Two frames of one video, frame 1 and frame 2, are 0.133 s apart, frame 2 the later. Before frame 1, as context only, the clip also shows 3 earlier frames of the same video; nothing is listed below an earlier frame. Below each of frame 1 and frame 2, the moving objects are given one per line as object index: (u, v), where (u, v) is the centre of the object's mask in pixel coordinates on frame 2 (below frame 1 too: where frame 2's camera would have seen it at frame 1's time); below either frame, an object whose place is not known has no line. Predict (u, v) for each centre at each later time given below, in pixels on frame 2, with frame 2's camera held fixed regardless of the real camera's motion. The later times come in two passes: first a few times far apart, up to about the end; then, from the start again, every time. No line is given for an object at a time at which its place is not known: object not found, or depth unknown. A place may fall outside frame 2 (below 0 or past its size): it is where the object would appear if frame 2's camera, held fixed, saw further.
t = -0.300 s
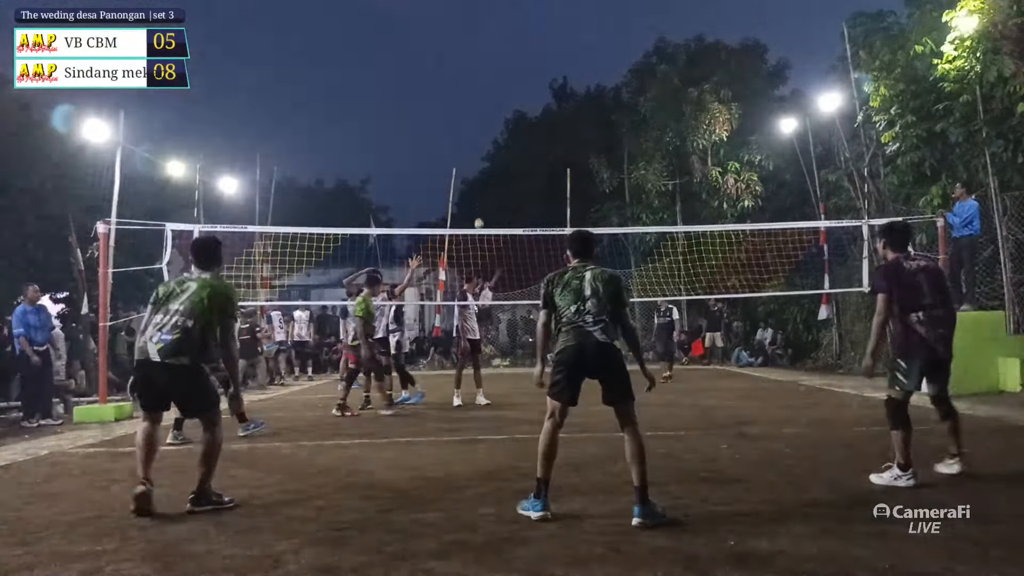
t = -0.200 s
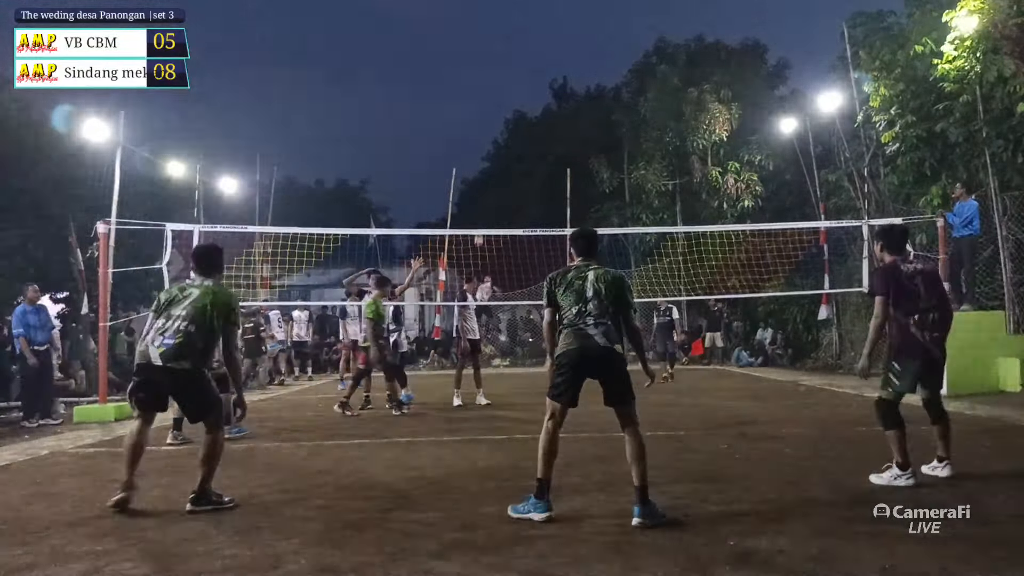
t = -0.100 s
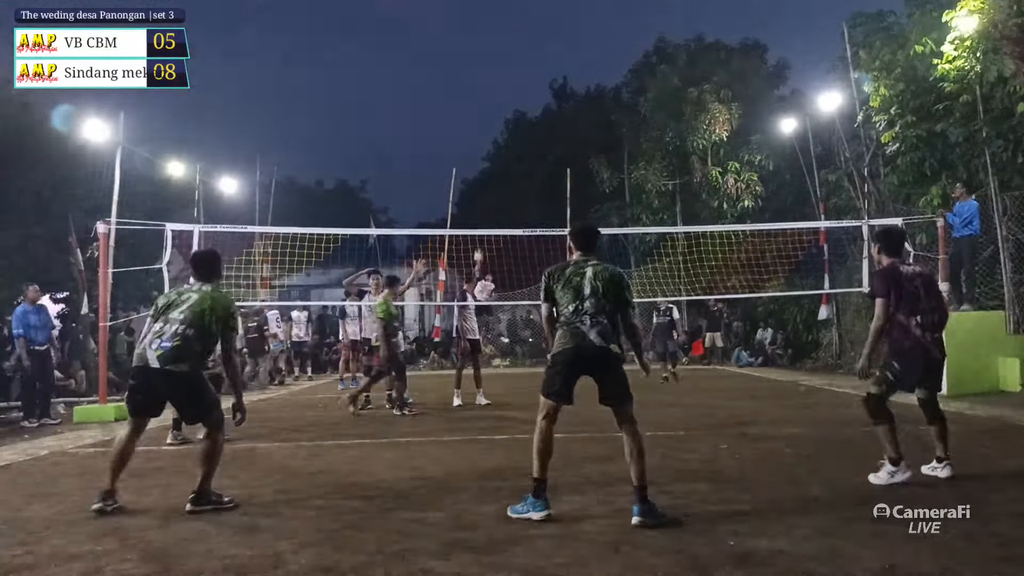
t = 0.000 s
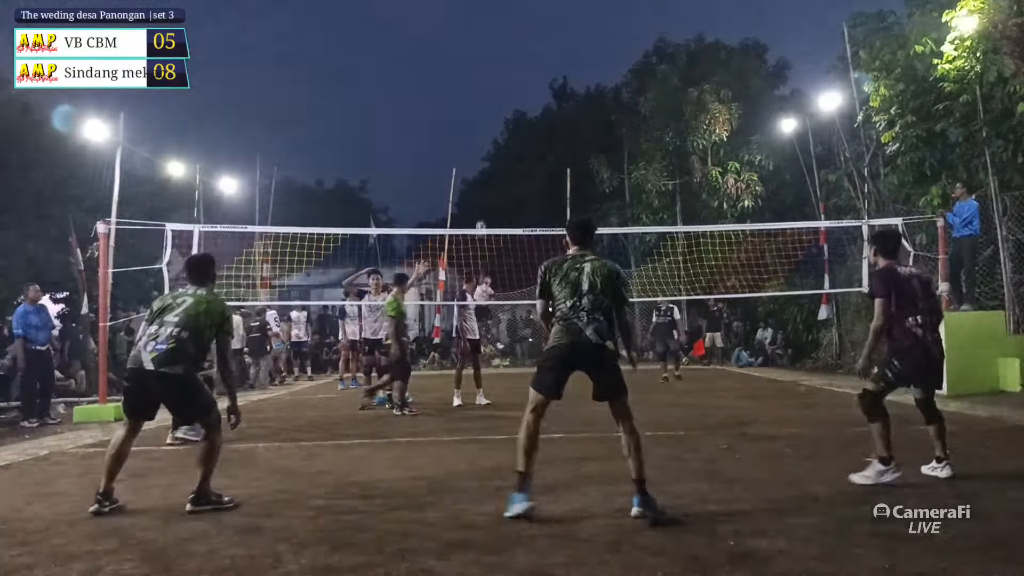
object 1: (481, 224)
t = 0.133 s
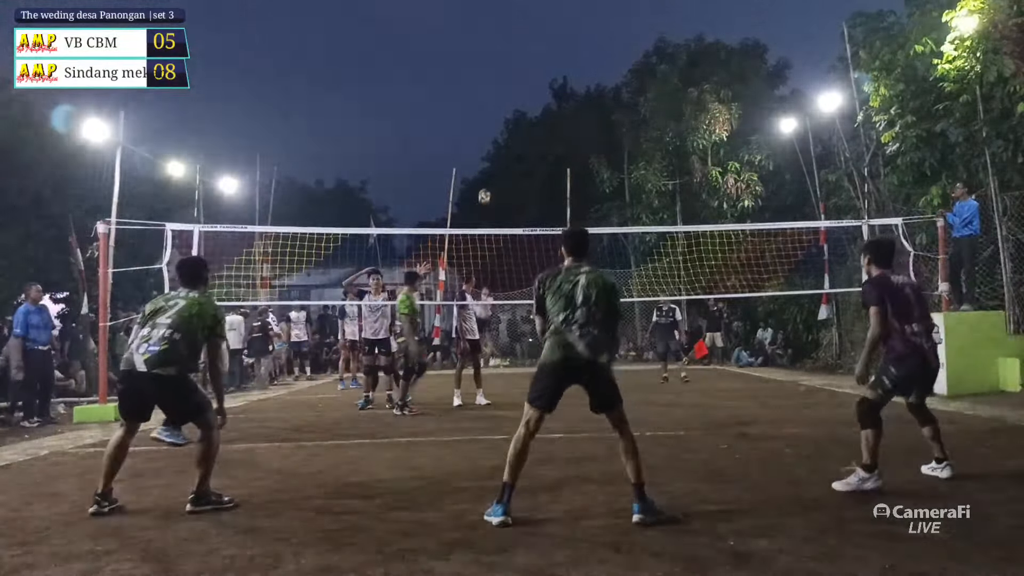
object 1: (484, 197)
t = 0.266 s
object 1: (488, 171)
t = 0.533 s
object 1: (508, 153)
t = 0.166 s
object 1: (485, 190)
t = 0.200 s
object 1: (486, 183)
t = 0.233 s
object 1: (487, 177)
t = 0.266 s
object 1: (488, 171)
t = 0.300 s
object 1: (490, 166)
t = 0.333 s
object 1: (491, 162)
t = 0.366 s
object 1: (493, 158)
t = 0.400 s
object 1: (495, 154)
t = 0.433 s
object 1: (498, 152)
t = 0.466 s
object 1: (501, 151)
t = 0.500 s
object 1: (504, 152)
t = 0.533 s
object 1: (508, 153)
